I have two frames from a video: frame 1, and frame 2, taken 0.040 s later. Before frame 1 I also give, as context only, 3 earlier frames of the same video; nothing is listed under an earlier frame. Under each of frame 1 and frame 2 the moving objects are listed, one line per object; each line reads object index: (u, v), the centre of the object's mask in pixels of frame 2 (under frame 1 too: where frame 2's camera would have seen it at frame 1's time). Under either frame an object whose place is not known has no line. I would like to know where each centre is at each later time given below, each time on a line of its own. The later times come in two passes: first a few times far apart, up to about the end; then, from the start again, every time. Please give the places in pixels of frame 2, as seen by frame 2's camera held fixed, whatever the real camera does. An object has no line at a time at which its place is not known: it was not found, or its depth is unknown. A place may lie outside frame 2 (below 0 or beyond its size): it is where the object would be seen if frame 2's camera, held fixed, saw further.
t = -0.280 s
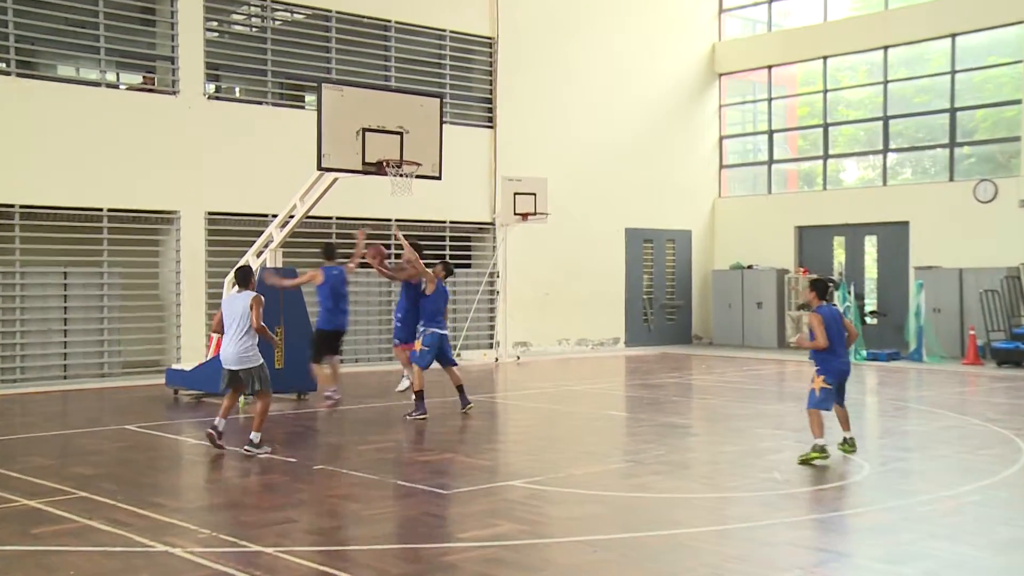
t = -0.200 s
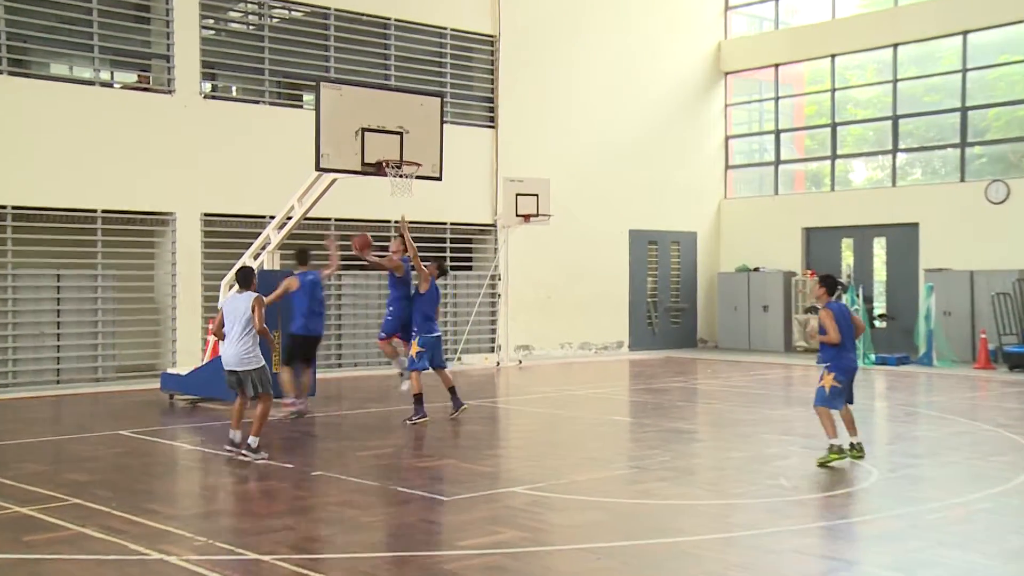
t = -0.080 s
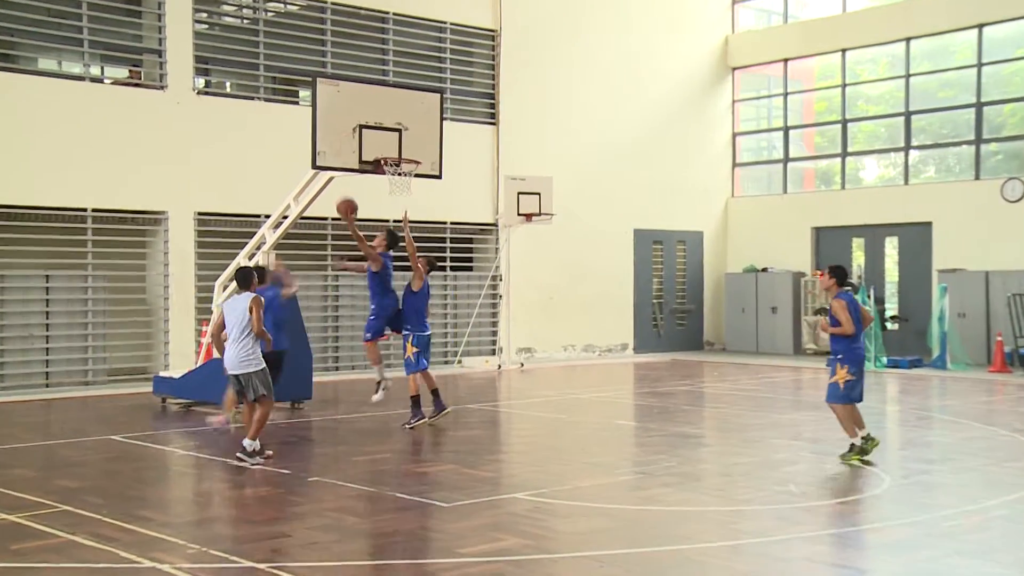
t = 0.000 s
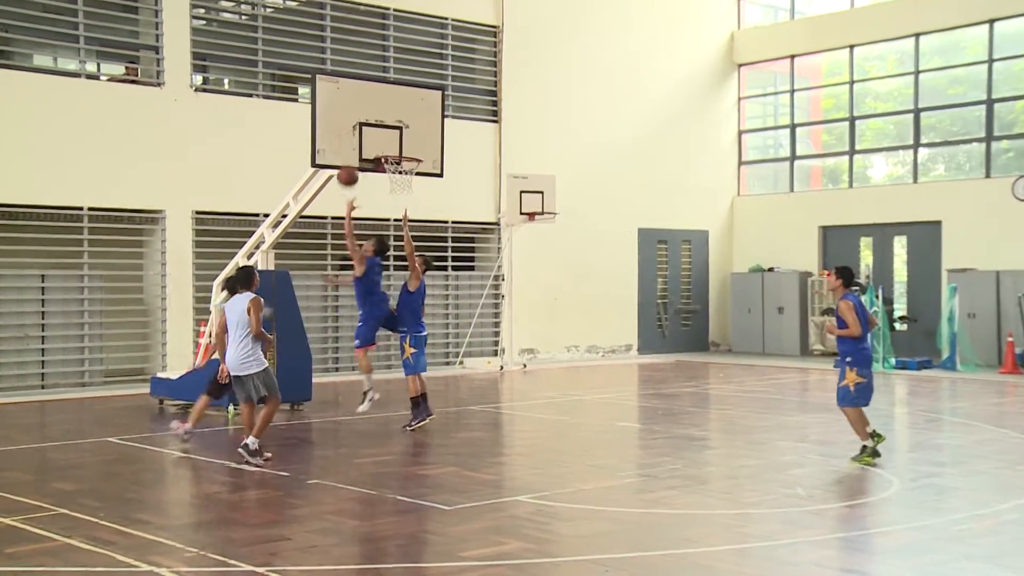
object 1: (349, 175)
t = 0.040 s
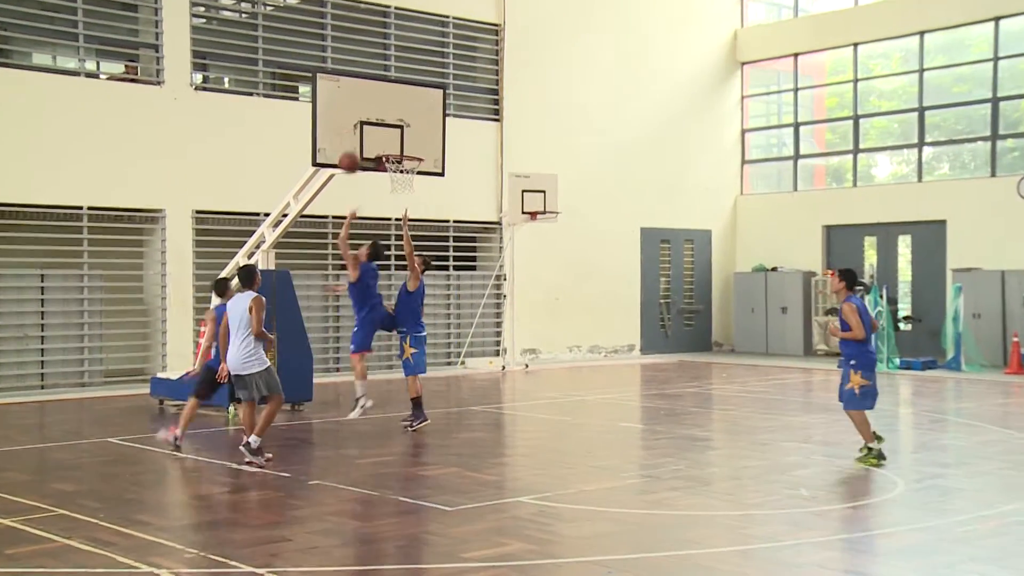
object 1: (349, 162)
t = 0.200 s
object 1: (363, 134)
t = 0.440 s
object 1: (400, 145)
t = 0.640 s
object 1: (413, 148)
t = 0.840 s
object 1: (412, 155)
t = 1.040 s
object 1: (405, 179)
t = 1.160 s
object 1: (398, 184)
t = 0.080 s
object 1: (350, 152)
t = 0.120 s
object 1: (351, 142)
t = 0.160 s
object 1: (357, 137)
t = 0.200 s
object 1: (363, 134)
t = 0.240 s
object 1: (370, 133)
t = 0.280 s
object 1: (376, 133)
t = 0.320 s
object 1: (383, 135)
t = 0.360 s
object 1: (388, 138)
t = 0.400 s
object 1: (395, 142)
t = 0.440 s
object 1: (400, 145)
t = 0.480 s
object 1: (403, 144)
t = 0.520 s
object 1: (407, 144)
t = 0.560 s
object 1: (410, 146)
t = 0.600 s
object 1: (413, 148)
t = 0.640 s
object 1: (413, 148)
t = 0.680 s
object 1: (413, 148)
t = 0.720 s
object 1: (414, 149)
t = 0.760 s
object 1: (414, 153)
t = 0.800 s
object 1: (414, 154)
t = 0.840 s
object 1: (412, 155)
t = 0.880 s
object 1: (411, 161)
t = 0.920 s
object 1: (411, 166)
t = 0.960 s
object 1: (409, 172)
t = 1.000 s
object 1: (407, 176)
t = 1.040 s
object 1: (405, 179)
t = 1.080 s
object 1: (402, 180)
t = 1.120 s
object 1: (400, 182)
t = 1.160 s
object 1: (398, 184)
